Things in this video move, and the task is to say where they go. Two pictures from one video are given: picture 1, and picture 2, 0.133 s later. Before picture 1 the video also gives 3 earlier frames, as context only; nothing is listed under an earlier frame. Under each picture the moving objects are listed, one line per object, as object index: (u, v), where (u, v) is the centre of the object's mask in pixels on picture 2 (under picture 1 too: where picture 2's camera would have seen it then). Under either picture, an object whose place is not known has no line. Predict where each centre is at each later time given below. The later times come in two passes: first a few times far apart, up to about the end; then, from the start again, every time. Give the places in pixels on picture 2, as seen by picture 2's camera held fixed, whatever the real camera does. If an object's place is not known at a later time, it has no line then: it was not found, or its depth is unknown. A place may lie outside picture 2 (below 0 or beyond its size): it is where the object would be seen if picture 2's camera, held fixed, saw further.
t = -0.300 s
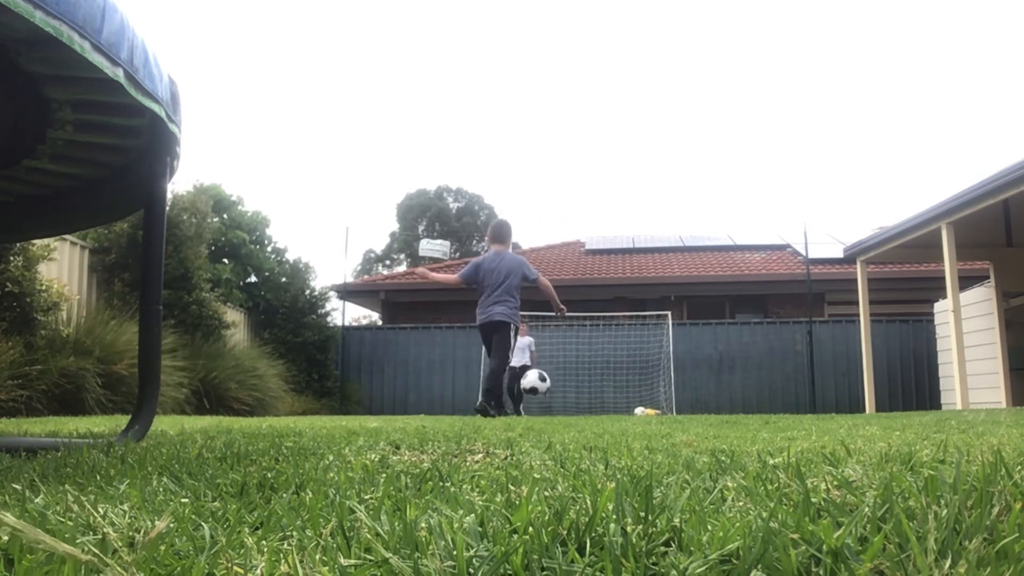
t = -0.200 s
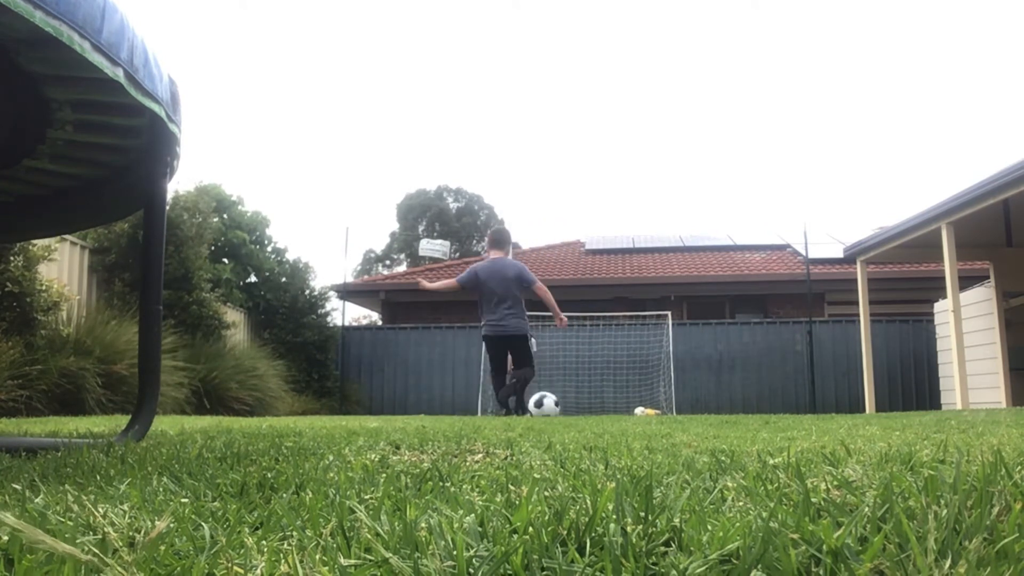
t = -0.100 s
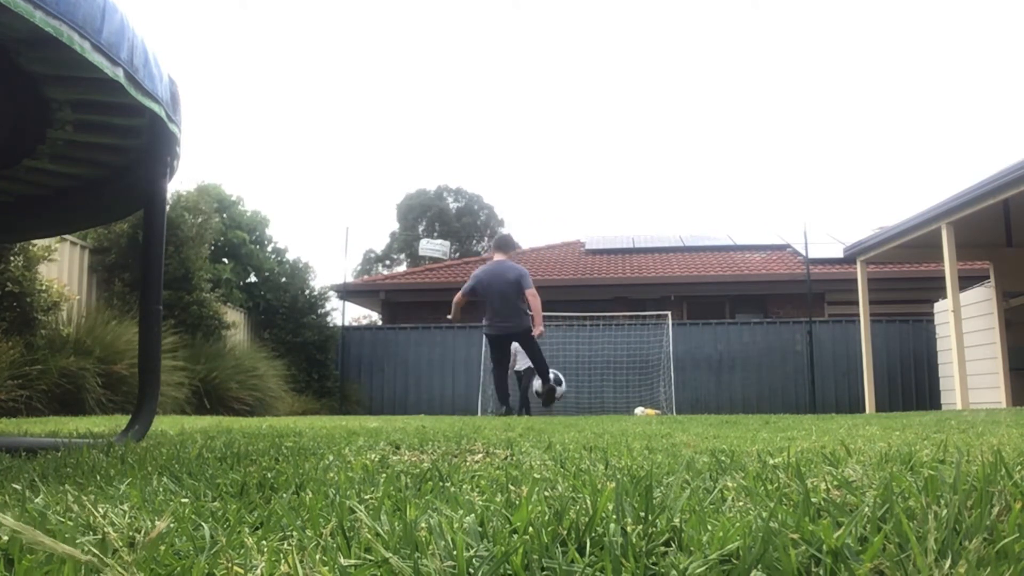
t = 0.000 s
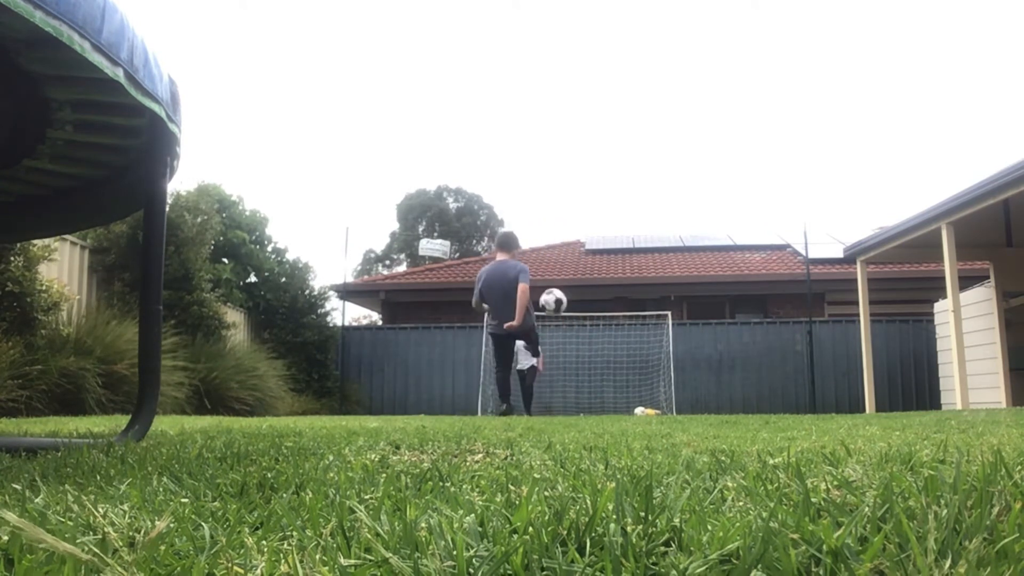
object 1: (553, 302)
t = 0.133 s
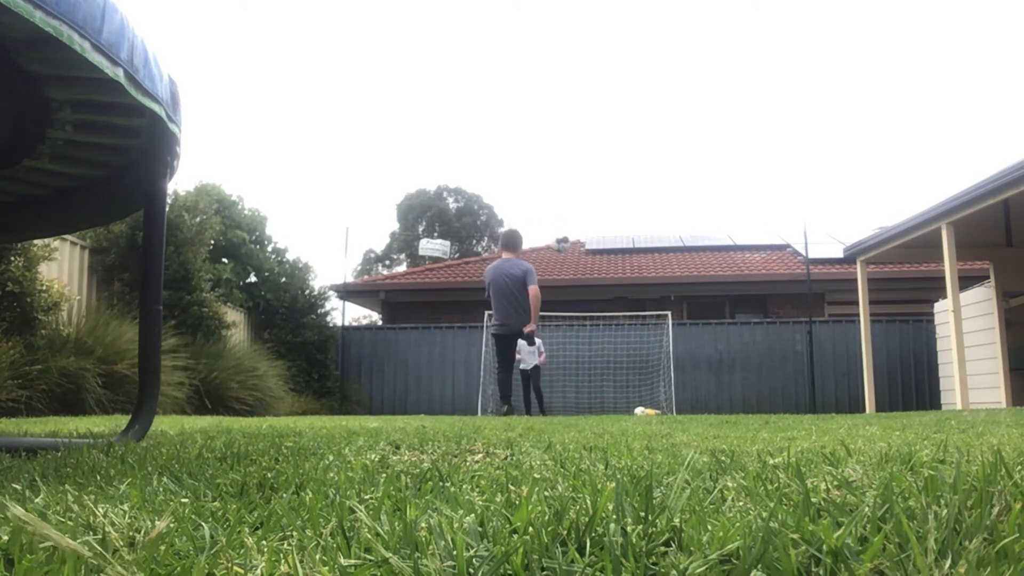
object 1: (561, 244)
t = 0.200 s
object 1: (565, 226)
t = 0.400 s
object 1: (576, 203)
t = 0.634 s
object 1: (589, 211)
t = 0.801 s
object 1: (599, 231)
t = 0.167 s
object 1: (564, 235)
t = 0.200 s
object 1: (565, 226)
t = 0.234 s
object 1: (567, 220)
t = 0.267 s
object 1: (568, 214)
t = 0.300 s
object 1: (570, 209)
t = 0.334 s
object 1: (572, 206)
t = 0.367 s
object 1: (574, 206)
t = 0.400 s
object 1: (576, 203)
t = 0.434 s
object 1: (578, 203)
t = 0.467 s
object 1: (580, 202)
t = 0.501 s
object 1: (582, 203)
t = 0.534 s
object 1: (584, 203)
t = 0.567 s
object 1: (585, 206)
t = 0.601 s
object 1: (588, 208)
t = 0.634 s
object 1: (589, 211)
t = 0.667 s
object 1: (591, 214)
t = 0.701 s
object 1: (593, 218)
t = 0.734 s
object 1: (595, 222)
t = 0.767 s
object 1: (596, 226)
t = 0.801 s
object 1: (599, 231)
